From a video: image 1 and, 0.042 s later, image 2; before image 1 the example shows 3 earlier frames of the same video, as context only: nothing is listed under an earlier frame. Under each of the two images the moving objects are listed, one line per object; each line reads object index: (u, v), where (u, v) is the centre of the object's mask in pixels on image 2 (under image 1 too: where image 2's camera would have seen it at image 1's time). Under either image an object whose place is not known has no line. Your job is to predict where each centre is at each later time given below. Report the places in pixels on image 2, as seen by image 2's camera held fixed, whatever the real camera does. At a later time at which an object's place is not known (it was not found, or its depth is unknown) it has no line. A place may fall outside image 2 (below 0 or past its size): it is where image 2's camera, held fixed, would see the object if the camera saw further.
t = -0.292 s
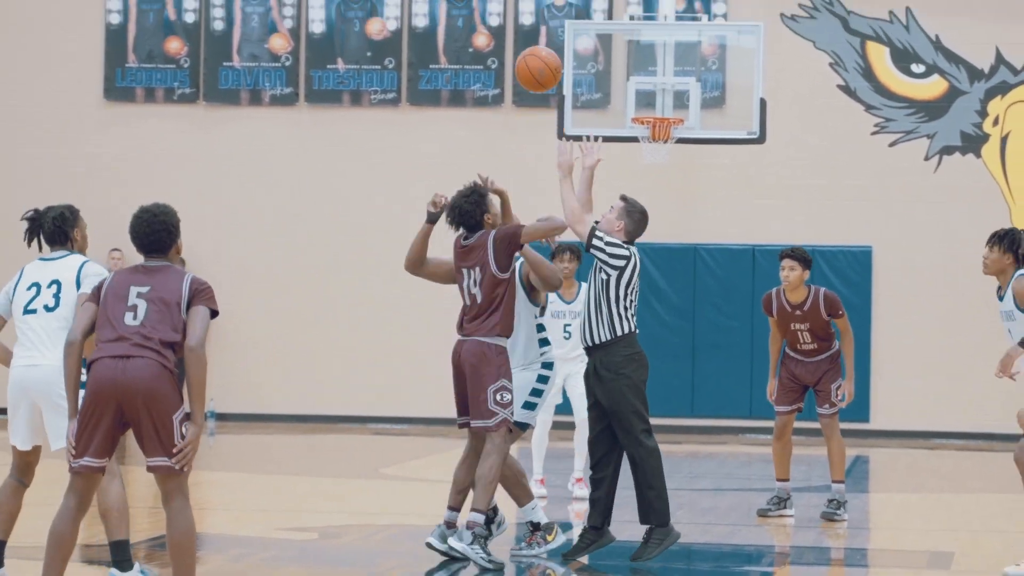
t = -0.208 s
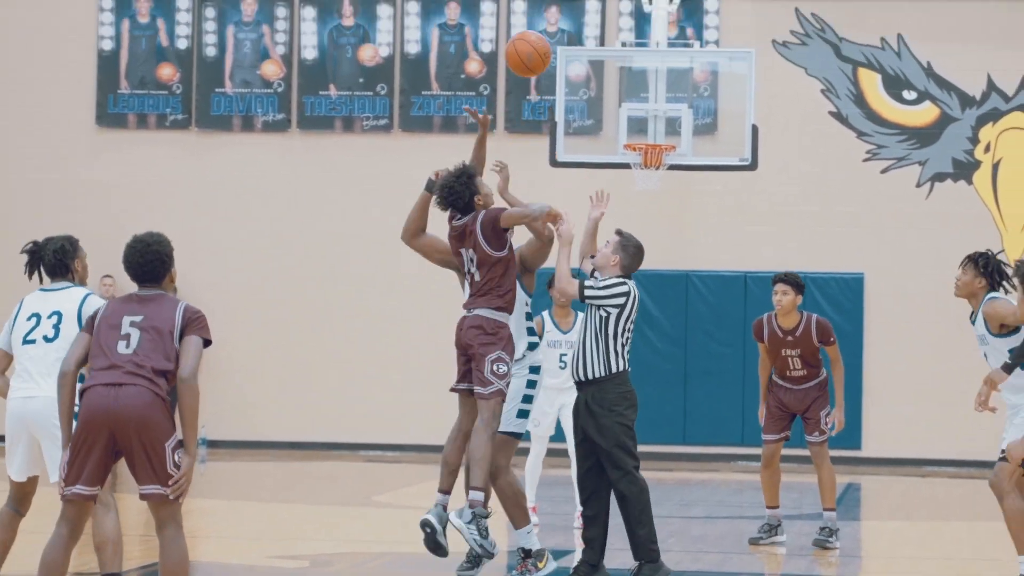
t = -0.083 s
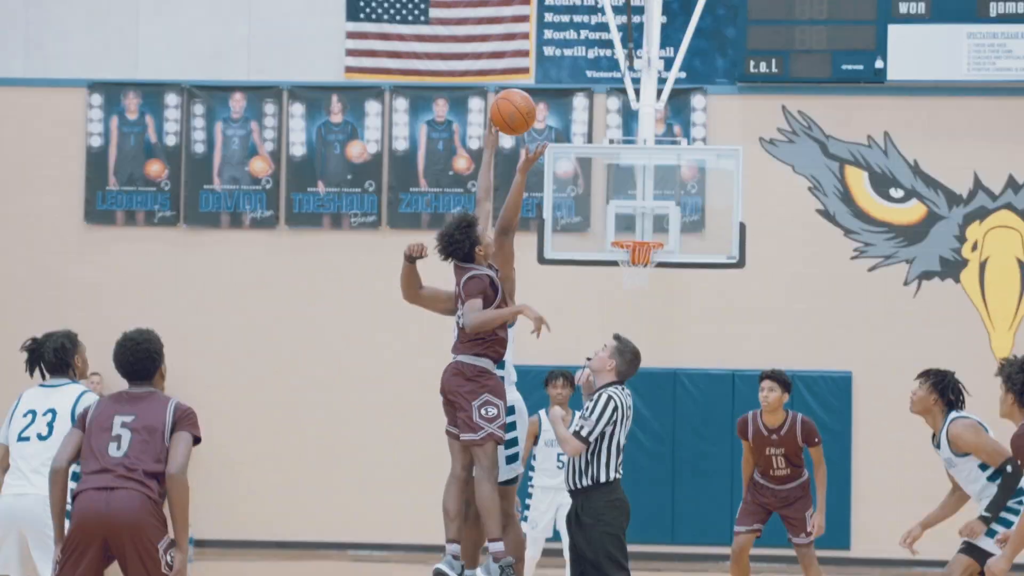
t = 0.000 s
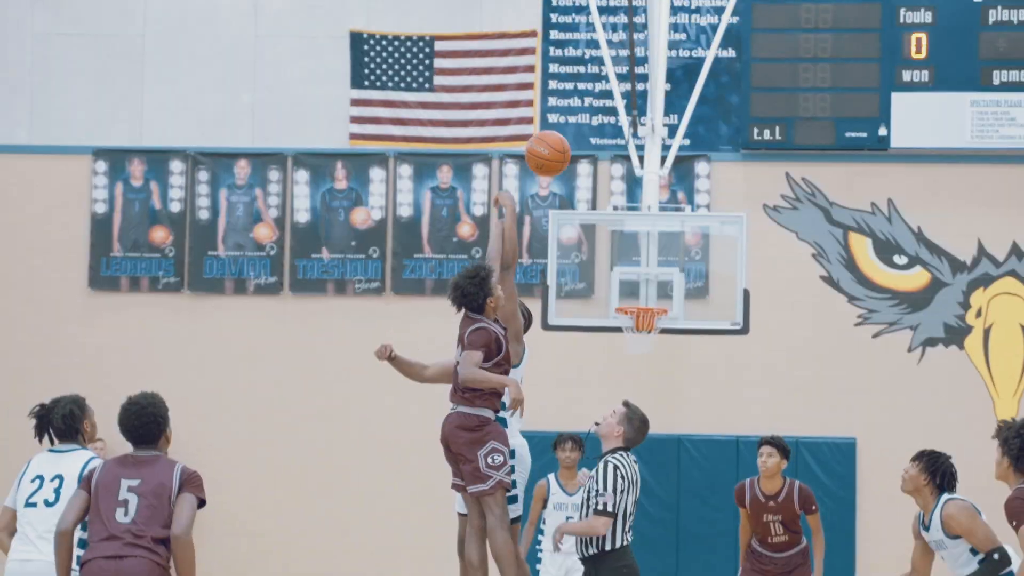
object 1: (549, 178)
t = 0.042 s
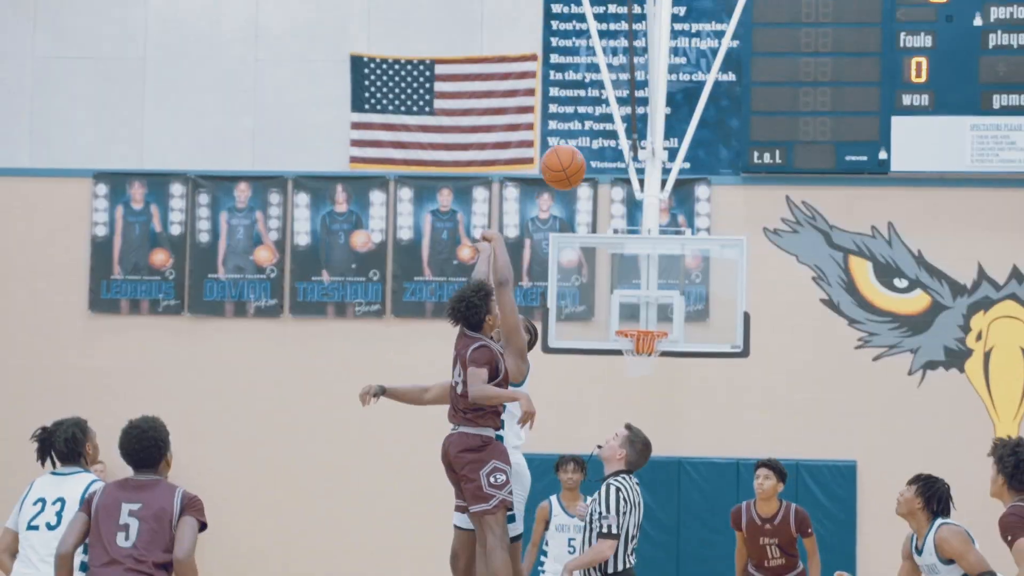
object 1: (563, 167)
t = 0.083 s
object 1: (578, 160)
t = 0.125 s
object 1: (592, 157)
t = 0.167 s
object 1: (606, 156)
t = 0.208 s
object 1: (620, 159)
